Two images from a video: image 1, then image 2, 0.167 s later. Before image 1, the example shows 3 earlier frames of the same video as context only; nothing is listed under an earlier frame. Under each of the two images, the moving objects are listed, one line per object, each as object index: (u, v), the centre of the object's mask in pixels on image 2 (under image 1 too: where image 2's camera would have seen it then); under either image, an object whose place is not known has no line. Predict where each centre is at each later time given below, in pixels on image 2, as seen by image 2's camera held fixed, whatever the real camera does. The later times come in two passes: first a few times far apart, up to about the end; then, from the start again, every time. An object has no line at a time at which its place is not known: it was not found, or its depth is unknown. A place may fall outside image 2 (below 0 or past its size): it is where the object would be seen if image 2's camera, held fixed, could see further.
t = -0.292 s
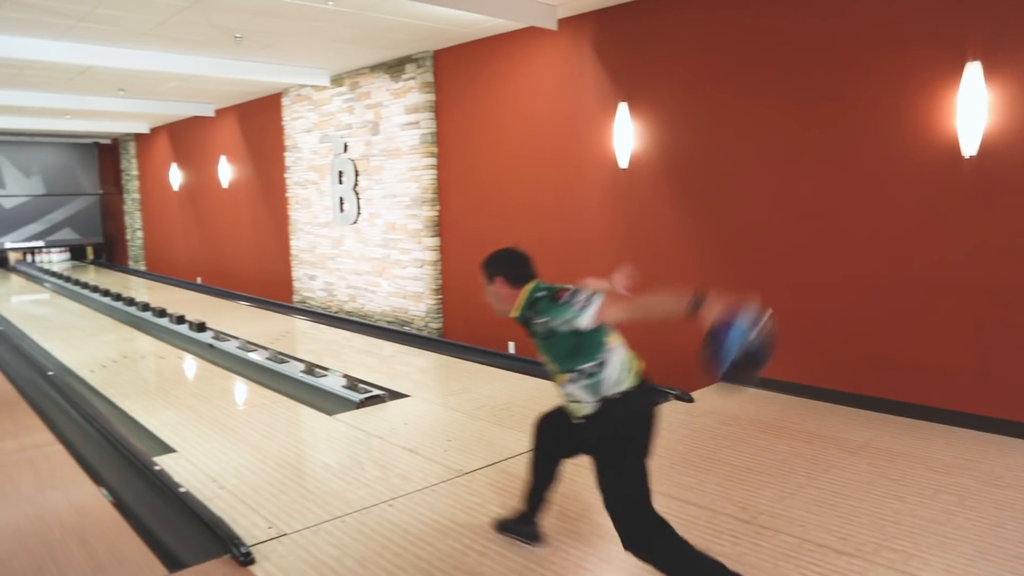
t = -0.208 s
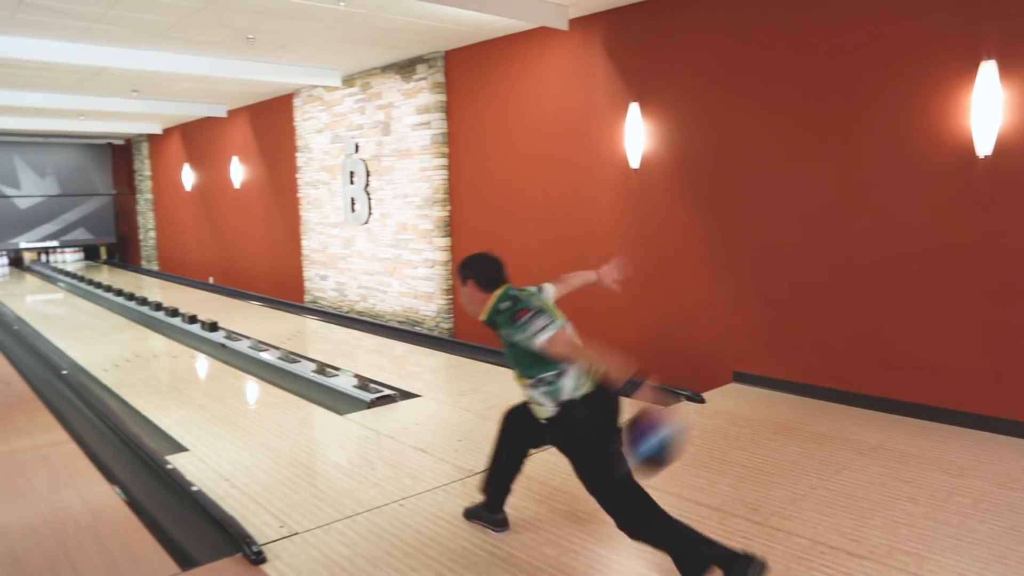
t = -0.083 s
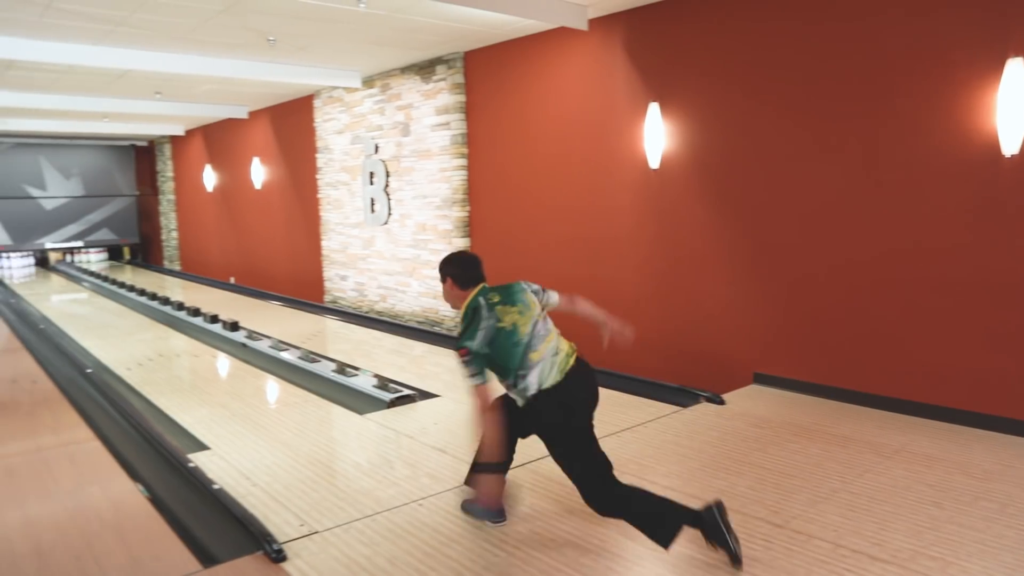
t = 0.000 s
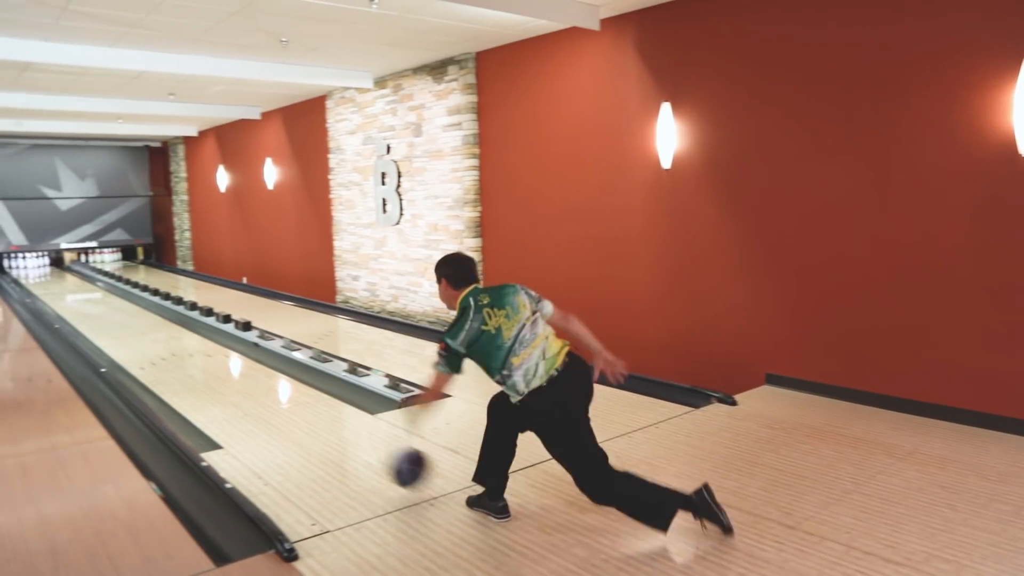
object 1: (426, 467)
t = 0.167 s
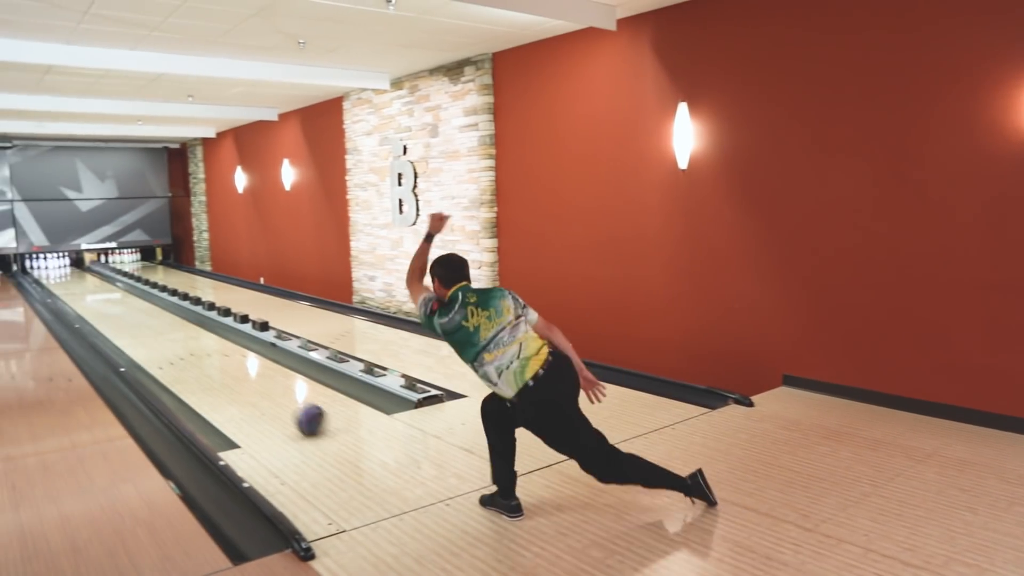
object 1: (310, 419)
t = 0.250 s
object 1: (270, 398)
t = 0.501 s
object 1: (190, 355)
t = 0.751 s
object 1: (142, 327)
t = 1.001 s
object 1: (110, 308)
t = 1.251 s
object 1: (87, 295)
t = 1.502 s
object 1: (70, 285)
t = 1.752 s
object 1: (59, 277)
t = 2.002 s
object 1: (53, 271)
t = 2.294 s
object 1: (52, 266)
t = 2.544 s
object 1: (47, 264)
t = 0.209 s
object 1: (289, 408)
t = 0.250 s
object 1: (270, 398)
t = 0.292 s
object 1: (253, 390)
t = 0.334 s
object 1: (238, 382)
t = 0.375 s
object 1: (225, 374)
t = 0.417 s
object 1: (211, 367)
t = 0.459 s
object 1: (200, 361)
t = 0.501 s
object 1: (190, 355)
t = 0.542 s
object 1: (181, 350)
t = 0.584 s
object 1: (172, 344)
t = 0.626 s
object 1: (163, 340)
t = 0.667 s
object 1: (156, 336)
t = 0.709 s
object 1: (149, 331)
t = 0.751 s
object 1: (142, 327)
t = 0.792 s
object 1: (136, 324)
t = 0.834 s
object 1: (130, 320)
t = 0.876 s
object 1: (124, 317)
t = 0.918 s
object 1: (119, 314)
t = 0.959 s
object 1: (114, 311)
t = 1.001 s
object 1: (110, 308)
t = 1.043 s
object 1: (105, 306)
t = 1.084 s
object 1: (101, 303)
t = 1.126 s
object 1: (97, 301)
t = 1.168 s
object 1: (94, 299)
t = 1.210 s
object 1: (91, 297)
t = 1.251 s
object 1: (87, 295)
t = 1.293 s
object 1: (84, 293)
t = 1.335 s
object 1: (81, 292)
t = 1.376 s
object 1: (78, 290)
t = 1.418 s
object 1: (75, 288)
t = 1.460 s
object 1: (72, 287)
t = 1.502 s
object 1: (70, 285)
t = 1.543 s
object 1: (69, 283)
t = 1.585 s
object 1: (66, 282)
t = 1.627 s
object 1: (64, 281)
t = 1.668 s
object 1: (62, 280)
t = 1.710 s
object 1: (60, 278)
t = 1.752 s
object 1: (59, 277)
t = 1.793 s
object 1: (57, 276)
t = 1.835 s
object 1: (56, 275)
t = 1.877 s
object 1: (56, 274)
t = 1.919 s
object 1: (55, 273)
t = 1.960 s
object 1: (54, 272)
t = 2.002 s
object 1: (53, 271)
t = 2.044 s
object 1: (53, 271)
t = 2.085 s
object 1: (52, 269)
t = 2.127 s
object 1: (52, 268)
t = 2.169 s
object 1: (53, 268)
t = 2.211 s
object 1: (52, 267)
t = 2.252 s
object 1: (52, 266)
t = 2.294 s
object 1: (52, 266)
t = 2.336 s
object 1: (51, 265)
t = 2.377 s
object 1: (51, 265)
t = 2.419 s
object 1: (50, 264)
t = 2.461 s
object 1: (49, 264)
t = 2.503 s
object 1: (46, 263)
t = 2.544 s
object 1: (47, 264)
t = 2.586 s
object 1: (45, 265)
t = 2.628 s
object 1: (45, 265)
